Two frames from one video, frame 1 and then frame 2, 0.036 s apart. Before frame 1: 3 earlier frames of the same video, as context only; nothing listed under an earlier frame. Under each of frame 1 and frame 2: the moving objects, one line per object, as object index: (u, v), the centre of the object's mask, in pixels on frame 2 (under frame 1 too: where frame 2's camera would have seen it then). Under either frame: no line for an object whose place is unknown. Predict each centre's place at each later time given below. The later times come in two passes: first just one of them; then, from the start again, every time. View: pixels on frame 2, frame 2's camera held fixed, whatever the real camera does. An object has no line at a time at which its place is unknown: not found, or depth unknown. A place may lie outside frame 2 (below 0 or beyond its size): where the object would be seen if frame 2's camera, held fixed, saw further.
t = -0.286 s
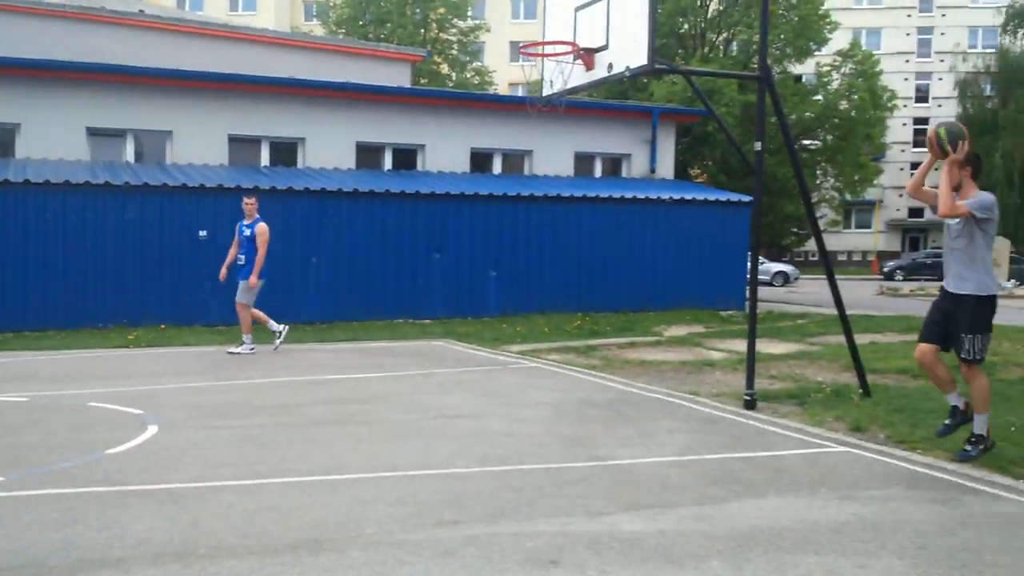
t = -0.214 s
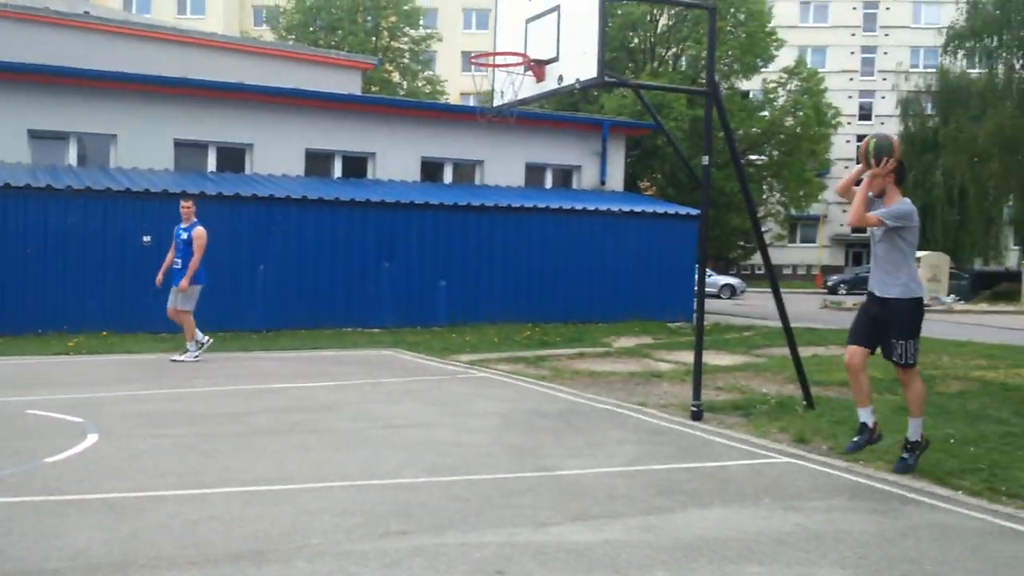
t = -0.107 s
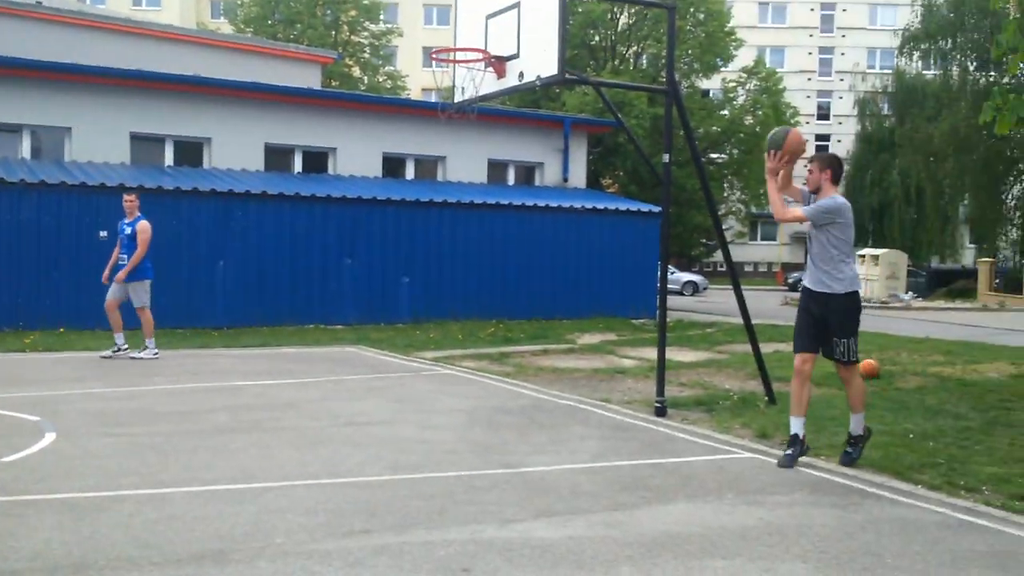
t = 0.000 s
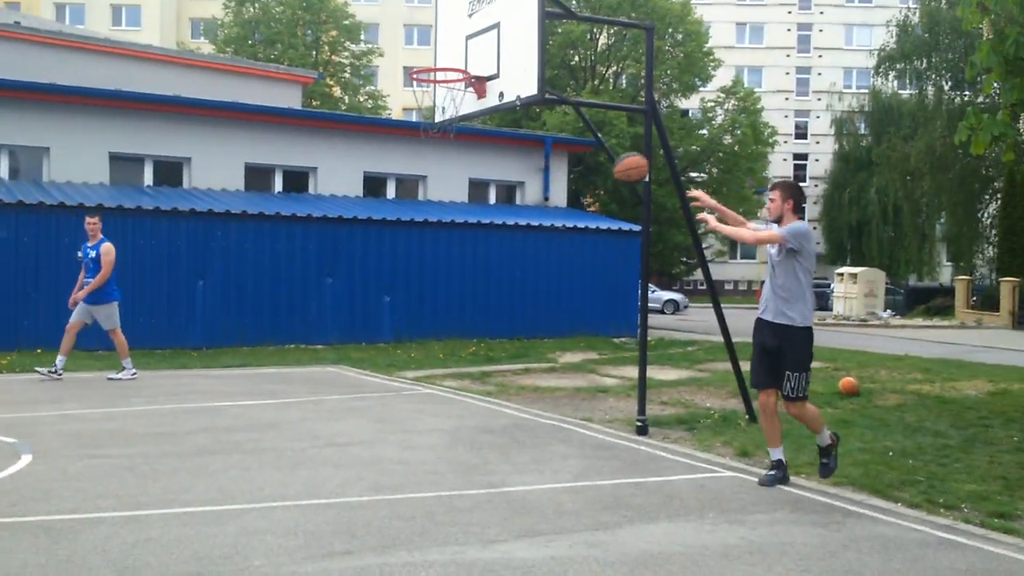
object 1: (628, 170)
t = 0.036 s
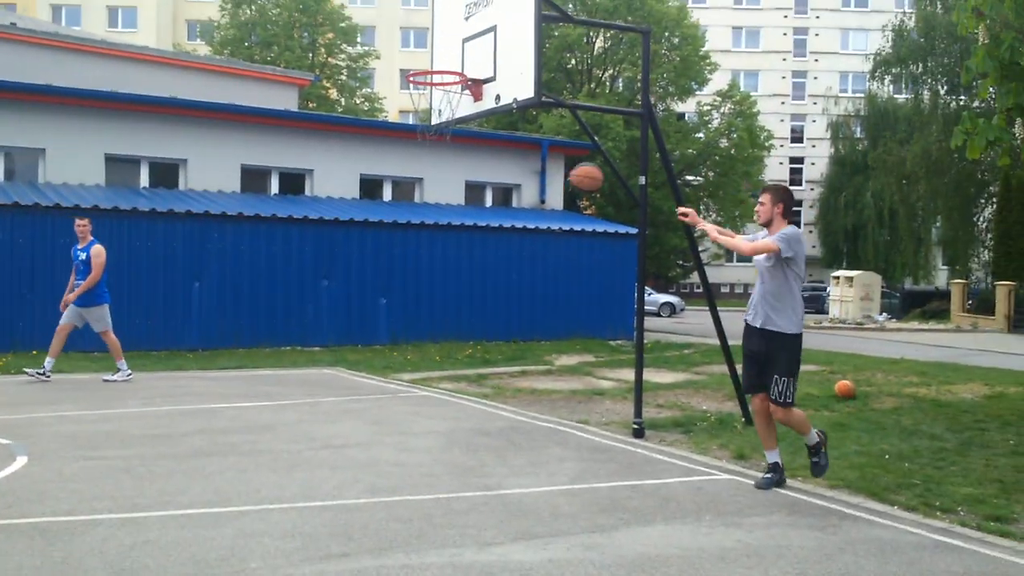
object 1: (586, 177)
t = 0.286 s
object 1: (352, 256)
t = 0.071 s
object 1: (547, 187)
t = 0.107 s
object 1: (511, 195)
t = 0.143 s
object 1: (475, 206)
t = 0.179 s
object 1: (442, 217)
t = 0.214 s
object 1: (410, 229)
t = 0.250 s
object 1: (381, 242)
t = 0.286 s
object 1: (352, 256)
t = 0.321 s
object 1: (325, 271)
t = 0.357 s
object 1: (299, 286)
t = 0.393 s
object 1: (276, 303)
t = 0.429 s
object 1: (253, 319)
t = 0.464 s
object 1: (231, 336)
